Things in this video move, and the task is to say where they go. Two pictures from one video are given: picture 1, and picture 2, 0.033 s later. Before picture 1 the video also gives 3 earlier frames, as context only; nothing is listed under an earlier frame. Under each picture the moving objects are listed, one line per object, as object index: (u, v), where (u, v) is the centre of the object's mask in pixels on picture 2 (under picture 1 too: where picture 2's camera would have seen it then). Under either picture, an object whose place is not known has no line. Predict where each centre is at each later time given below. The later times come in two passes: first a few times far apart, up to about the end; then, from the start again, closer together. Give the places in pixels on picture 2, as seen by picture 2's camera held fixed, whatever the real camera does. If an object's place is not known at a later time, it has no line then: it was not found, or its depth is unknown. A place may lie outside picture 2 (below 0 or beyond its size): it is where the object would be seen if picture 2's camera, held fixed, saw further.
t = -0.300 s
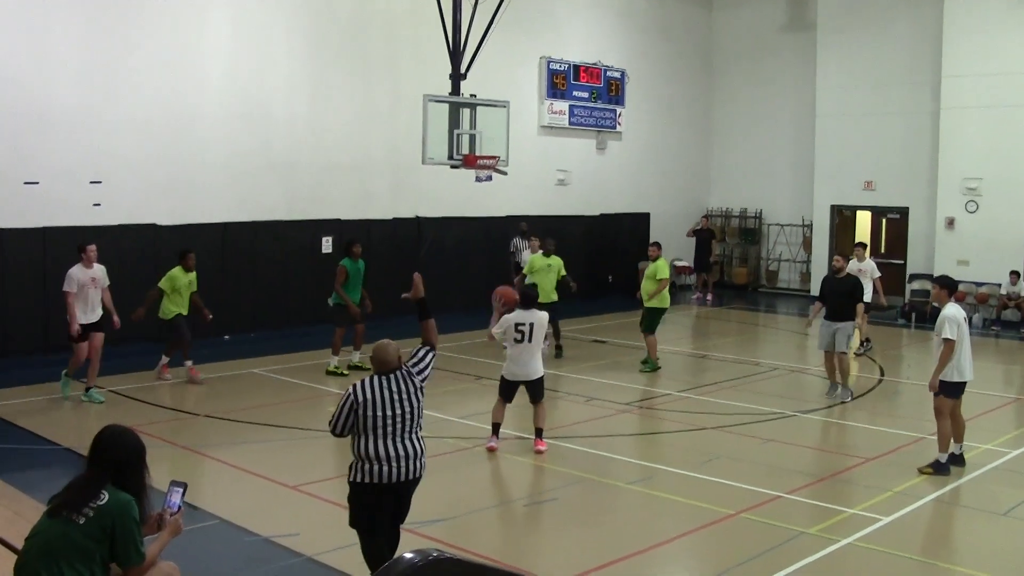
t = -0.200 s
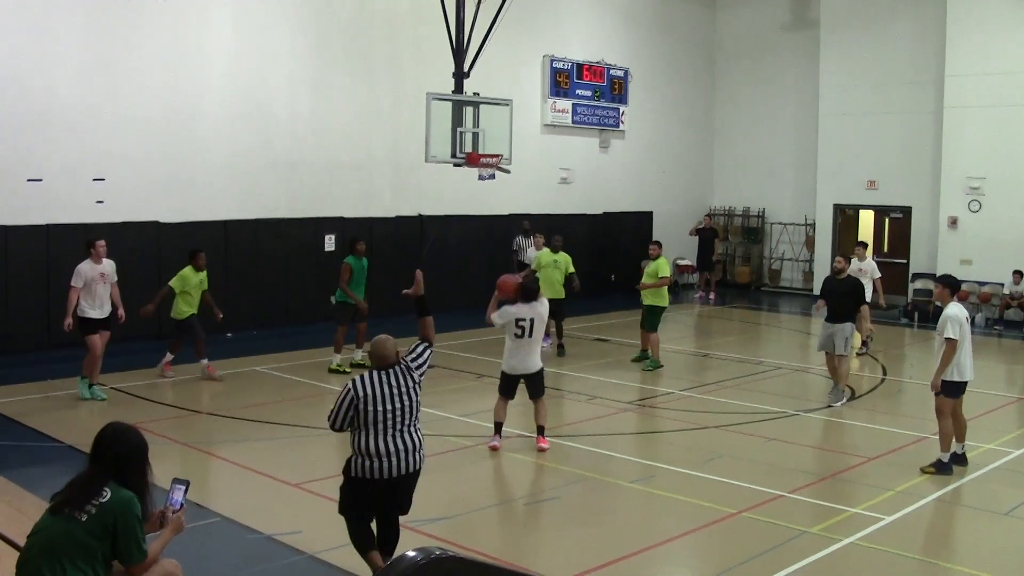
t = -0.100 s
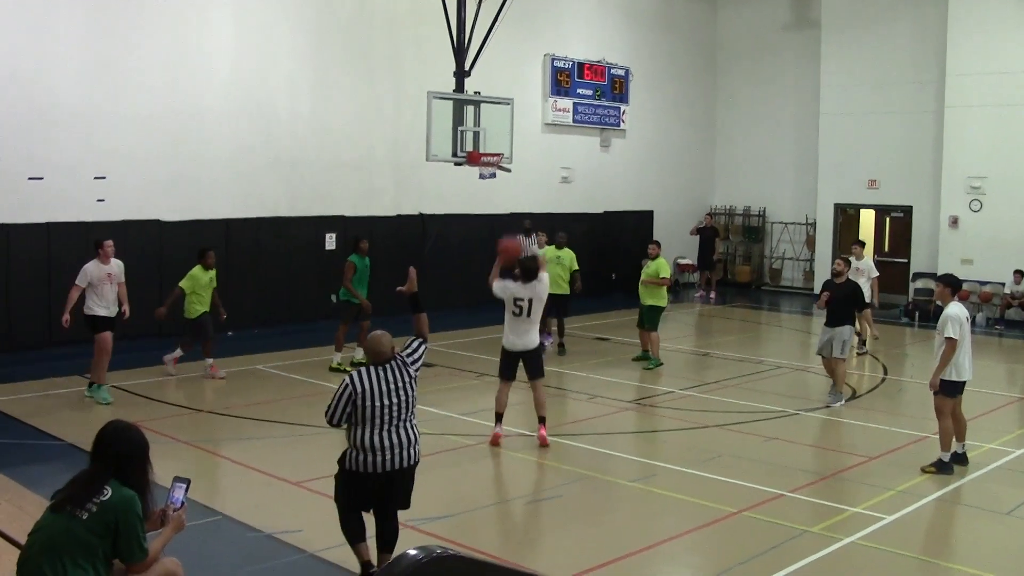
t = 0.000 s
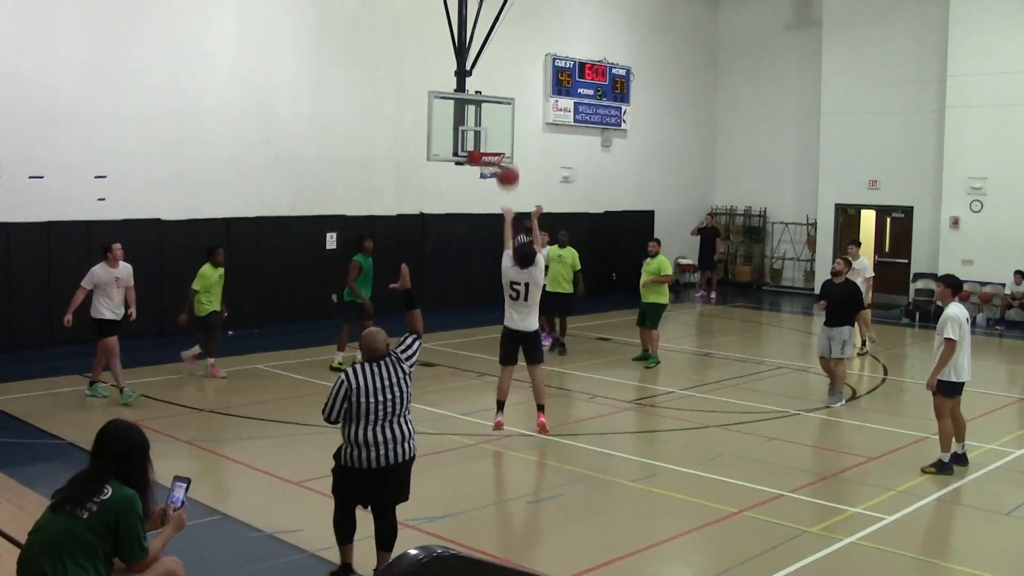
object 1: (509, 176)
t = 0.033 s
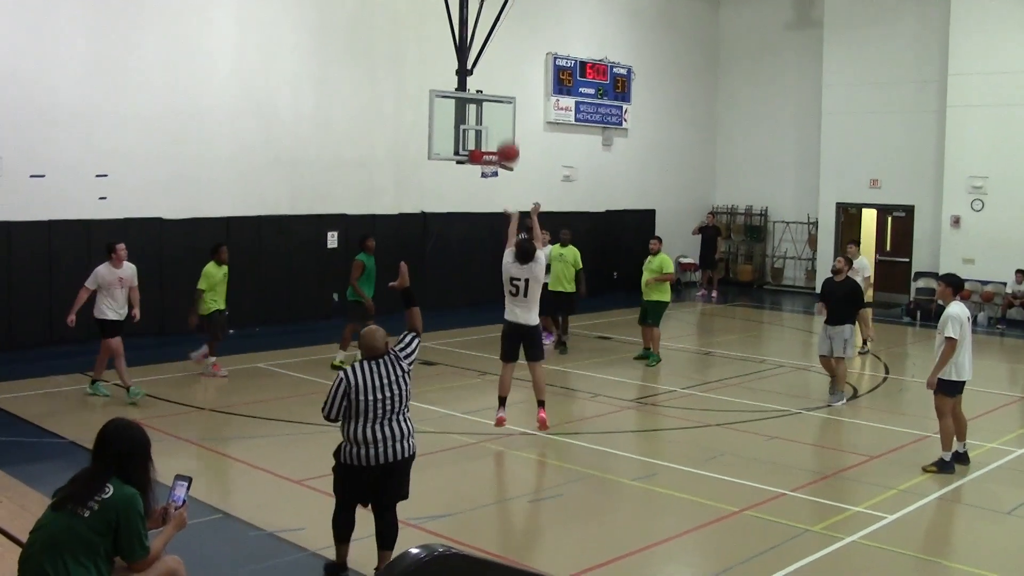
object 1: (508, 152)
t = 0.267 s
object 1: (503, 39)
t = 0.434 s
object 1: (500, 2)
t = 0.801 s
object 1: (493, -3)
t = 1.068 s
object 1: (489, 46)
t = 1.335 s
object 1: (484, 134)
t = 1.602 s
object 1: (523, 112)
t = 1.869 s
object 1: (562, 110)
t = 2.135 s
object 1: (602, 154)
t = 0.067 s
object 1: (507, 131)
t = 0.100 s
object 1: (506, 113)
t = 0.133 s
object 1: (506, 94)
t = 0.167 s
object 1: (505, 79)
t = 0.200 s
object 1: (505, 64)
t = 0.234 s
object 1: (504, 51)
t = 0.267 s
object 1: (503, 39)
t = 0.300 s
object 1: (503, 28)
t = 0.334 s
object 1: (502, 19)
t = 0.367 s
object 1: (501, 11)
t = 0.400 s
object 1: (501, 6)
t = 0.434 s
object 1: (500, 2)
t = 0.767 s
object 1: (494, -4)
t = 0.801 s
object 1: (493, -3)
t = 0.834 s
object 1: (493, -2)
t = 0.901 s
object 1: (493, 9)
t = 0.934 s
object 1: (492, 15)
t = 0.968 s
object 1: (491, 22)
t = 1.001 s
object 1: (490, 29)
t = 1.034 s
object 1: (490, 37)
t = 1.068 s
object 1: (489, 46)
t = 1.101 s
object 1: (488, 55)
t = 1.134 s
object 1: (488, 65)
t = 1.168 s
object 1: (487, 76)
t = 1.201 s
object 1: (487, 86)
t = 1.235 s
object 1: (486, 97)
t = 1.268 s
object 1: (485, 109)
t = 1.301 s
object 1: (485, 122)
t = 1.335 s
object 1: (484, 134)
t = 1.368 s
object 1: (486, 144)
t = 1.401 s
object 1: (492, 143)
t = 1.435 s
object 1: (498, 136)
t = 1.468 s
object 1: (502, 130)
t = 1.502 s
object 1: (508, 124)
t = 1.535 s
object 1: (513, 120)
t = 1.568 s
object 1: (517, 115)
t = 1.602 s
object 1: (523, 112)
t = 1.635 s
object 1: (527, 109)
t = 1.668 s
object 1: (532, 107)
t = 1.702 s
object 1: (538, 106)
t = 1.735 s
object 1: (543, 105)
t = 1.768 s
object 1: (548, 105)
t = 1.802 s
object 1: (553, 106)
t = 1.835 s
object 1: (558, 108)
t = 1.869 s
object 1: (562, 110)
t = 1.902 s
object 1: (568, 113)
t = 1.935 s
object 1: (573, 117)
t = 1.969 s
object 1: (578, 121)
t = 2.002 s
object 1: (582, 126)
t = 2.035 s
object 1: (588, 132)
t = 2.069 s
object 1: (593, 138)
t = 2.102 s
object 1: (597, 145)
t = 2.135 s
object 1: (602, 154)
